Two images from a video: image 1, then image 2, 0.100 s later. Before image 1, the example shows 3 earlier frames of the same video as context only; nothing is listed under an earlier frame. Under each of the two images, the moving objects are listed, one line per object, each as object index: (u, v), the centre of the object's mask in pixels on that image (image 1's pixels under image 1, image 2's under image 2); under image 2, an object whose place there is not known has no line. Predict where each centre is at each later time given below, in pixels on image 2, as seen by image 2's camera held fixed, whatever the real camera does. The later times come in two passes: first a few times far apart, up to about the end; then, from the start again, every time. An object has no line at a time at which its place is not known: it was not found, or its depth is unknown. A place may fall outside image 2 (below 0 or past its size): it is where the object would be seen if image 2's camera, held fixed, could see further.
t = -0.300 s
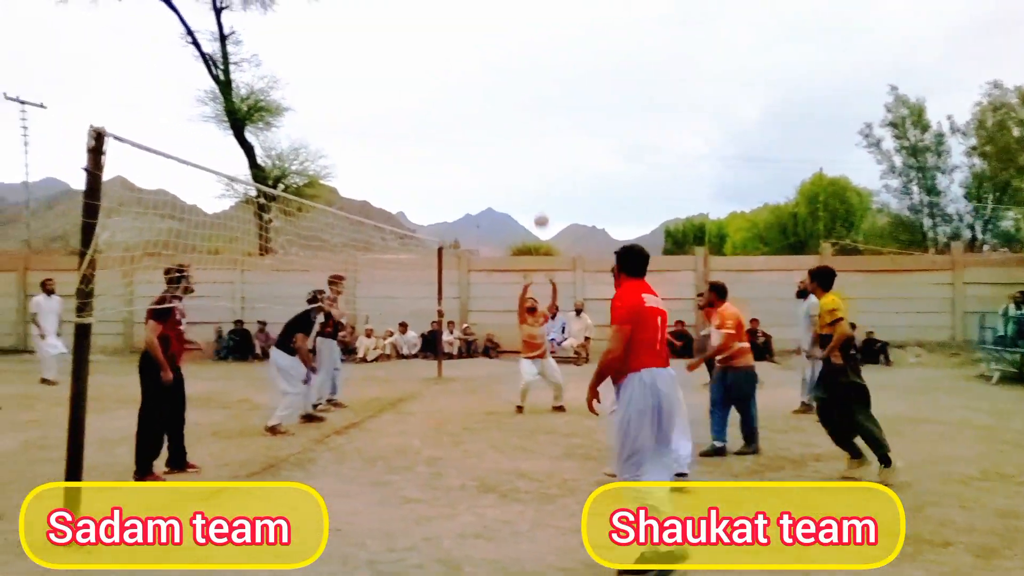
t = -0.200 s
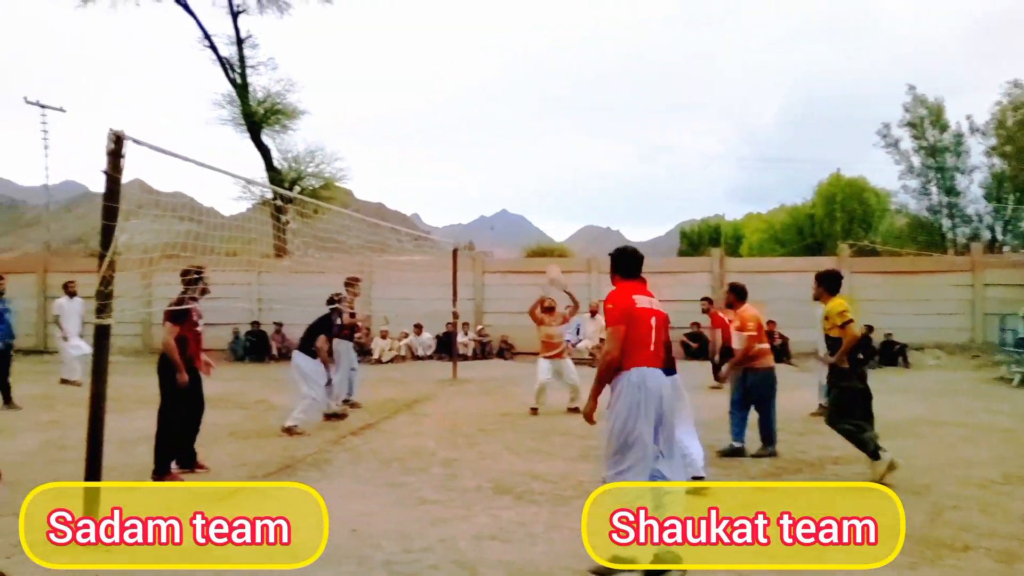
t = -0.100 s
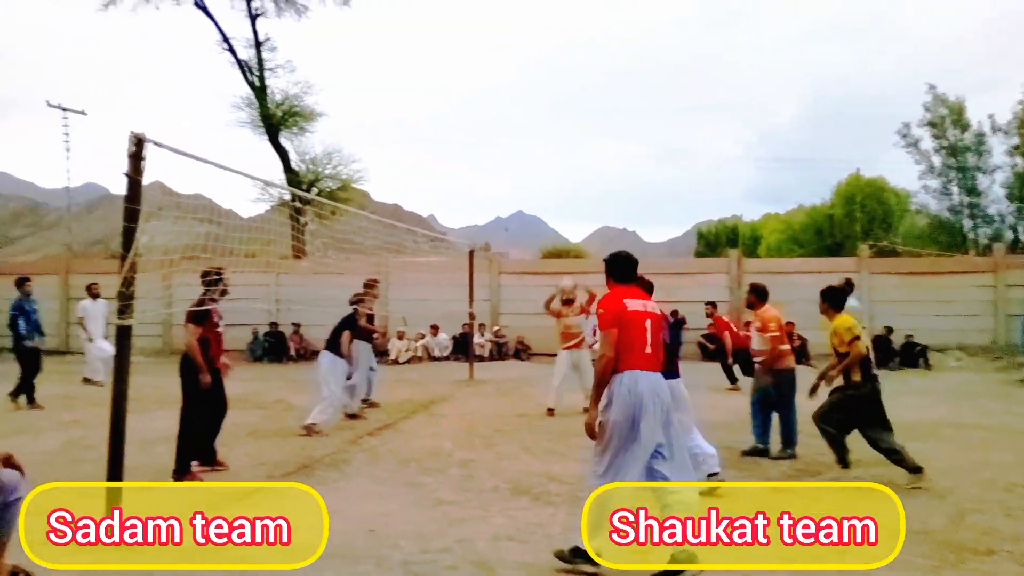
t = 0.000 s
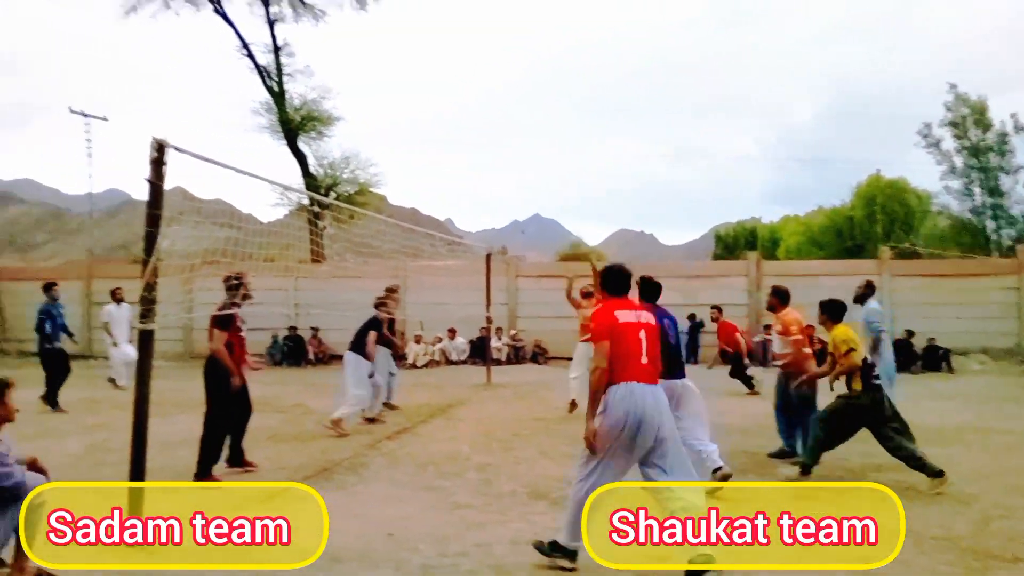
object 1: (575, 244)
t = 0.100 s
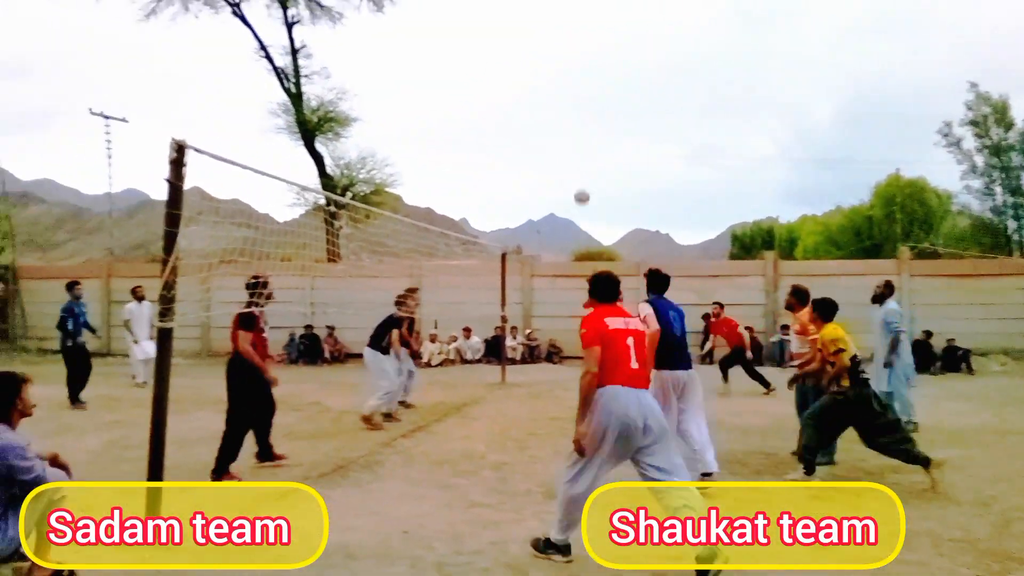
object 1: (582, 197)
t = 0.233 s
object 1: (570, 149)
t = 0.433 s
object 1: (551, 99)
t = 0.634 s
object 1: (529, 82)
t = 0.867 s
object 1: (503, 108)
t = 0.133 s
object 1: (579, 184)
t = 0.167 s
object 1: (576, 171)
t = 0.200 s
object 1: (573, 159)
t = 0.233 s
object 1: (570, 149)
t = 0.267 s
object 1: (566, 139)
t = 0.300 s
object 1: (563, 130)
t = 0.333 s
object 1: (560, 121)
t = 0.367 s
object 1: (557, 113)
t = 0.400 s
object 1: (554, 106)
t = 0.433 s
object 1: (551, 99)
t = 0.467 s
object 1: (548, 94)
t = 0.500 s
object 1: (544, 89)
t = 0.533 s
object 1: (540, 86)
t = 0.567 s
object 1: (536, 84)
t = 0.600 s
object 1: (532, 83)
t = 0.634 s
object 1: (529, 82)
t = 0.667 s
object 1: (525, 83)
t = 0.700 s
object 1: (522, 84)
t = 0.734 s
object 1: (519, 87)
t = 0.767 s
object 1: (515, 90)
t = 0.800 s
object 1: (511, 95)
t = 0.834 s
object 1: (507, 101)
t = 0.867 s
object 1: (503, 108)
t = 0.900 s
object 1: (500, 116)
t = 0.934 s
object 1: (496, 126)
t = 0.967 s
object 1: (492, 137)
